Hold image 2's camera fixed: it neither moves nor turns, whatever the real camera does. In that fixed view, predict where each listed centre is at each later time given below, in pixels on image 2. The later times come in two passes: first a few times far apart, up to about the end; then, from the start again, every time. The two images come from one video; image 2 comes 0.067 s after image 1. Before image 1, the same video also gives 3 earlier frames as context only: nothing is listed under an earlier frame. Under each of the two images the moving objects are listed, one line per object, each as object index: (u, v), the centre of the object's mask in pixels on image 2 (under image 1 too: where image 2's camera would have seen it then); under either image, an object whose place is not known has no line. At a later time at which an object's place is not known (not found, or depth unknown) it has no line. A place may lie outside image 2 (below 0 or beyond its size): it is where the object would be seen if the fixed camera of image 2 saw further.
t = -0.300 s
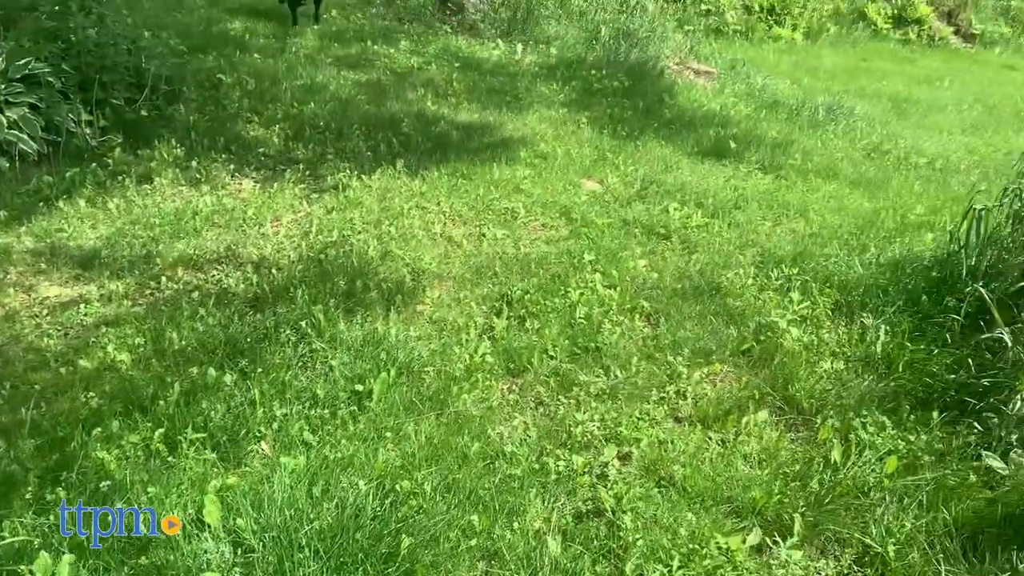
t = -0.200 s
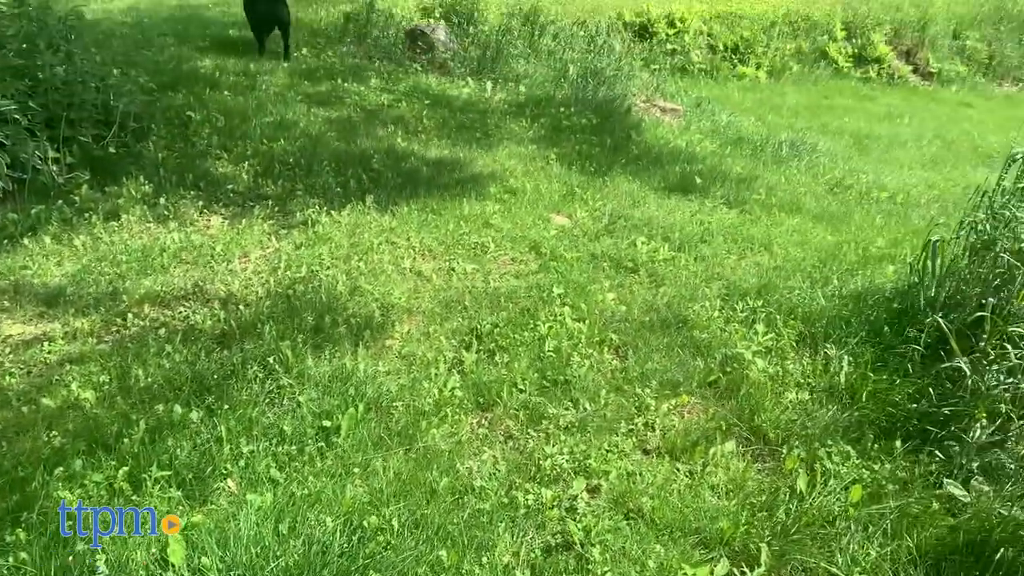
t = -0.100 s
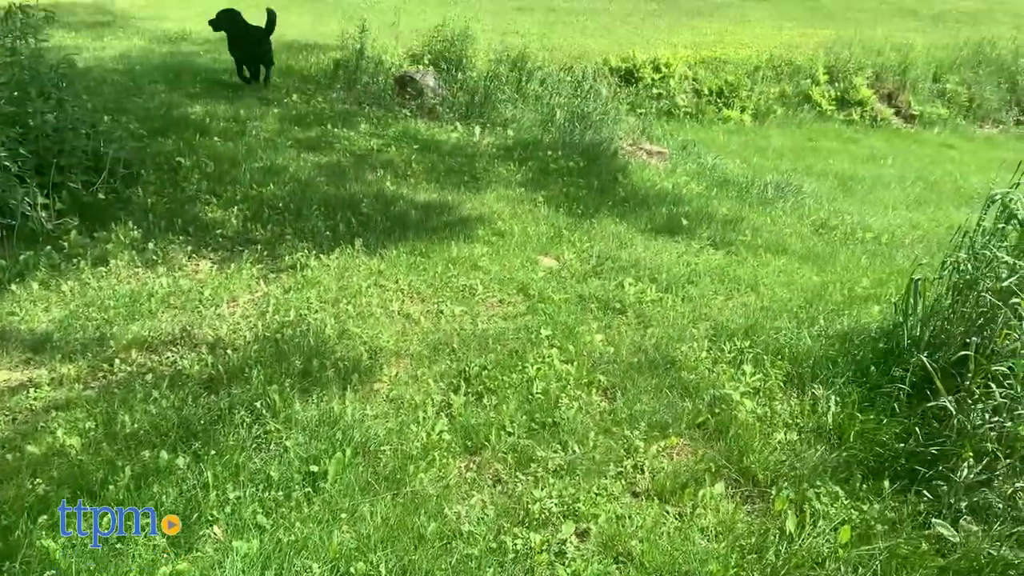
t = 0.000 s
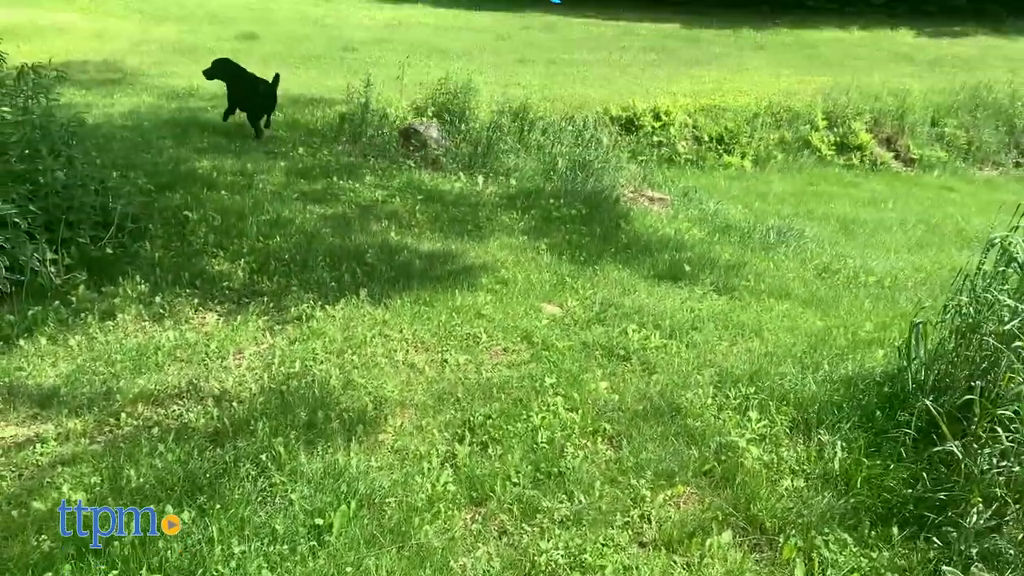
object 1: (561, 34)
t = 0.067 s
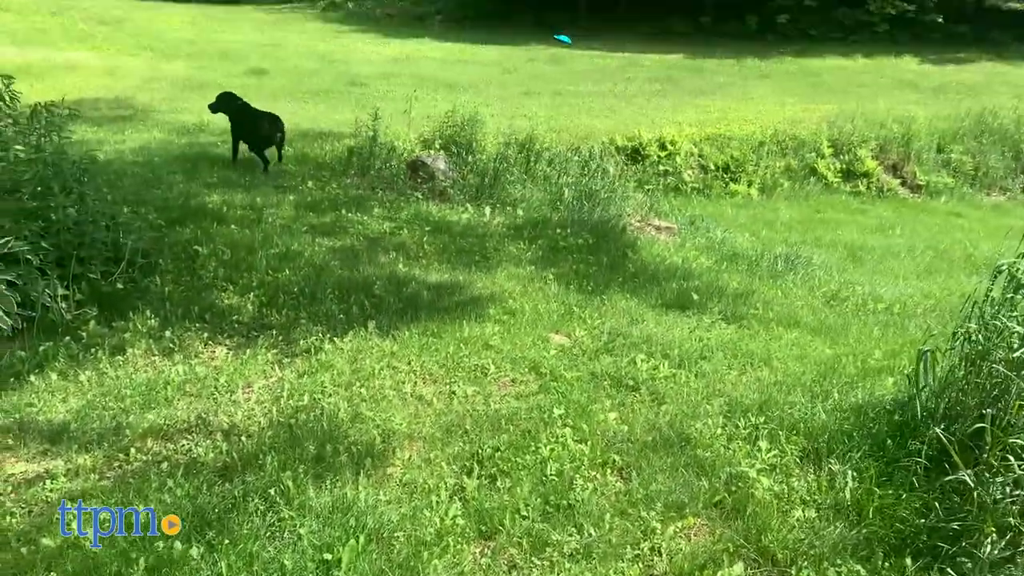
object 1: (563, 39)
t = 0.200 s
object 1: (577, 55)
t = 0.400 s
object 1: (602, 80)
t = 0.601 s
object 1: (626, 105)
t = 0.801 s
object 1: (648, 122)
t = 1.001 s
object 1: (653, 119)
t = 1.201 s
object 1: (653, 118)
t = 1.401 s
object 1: (654, 118)
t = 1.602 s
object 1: (654, 118)
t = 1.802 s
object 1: (653, 118)
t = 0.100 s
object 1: (565, 43)
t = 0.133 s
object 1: (571, 48)
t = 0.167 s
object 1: (574, 52)
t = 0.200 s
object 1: (577, 55)
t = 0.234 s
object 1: (581, 59)
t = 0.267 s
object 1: (586, 64)
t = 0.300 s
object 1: (589, 68)
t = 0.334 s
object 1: (594, 72)
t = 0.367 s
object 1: (597, 76)
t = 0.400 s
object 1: (602, 80)
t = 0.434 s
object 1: (606, 84)
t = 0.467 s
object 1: (611, 88)
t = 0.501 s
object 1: (614, 92)
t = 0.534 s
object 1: (618, 96)
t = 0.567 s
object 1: (622, 100)
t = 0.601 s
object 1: (626, 105)
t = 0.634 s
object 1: (631, 109)
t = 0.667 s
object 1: (635, 113)
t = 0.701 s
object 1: (640, 117)
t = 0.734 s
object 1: (644, 121)
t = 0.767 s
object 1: (647, 123)
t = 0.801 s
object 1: (648, 122)
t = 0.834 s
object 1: (648, 120)
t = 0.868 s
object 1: (651, 120)
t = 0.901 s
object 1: (652, 119)
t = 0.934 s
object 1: (653, 119)
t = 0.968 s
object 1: (653, 119)
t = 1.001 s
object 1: (653, 119)
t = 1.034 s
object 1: (653, 119)
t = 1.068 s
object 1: (654, 118)
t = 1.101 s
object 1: (654, 118)
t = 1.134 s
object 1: (653, 118)
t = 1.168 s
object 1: (653, 119)
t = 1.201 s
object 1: (653, 118)
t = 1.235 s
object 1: (653, 119)
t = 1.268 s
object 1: (653, 118)
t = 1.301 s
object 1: (654, 118)
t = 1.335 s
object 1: (654, 119)
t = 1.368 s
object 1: (654, 119)
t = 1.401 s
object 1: (654, 118)
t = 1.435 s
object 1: (653, 118)
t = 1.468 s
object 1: (653, 118)
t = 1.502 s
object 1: (653, 118)
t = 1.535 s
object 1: (653, 118)
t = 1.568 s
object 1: (653, 118)
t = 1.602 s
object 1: (654, 118)
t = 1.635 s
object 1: (654, 118)
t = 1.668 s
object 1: (653, 118)
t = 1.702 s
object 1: (653, 118)
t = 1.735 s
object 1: (653, 118)
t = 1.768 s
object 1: (653, 118)
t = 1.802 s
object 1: (653, 118)
